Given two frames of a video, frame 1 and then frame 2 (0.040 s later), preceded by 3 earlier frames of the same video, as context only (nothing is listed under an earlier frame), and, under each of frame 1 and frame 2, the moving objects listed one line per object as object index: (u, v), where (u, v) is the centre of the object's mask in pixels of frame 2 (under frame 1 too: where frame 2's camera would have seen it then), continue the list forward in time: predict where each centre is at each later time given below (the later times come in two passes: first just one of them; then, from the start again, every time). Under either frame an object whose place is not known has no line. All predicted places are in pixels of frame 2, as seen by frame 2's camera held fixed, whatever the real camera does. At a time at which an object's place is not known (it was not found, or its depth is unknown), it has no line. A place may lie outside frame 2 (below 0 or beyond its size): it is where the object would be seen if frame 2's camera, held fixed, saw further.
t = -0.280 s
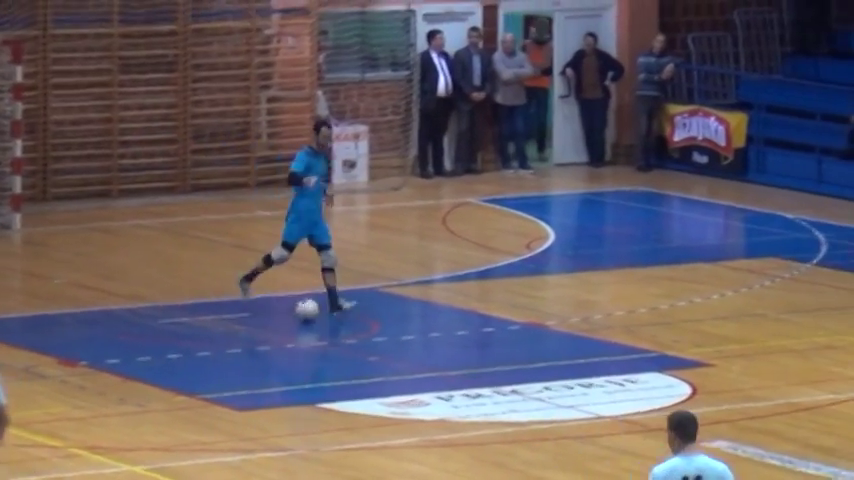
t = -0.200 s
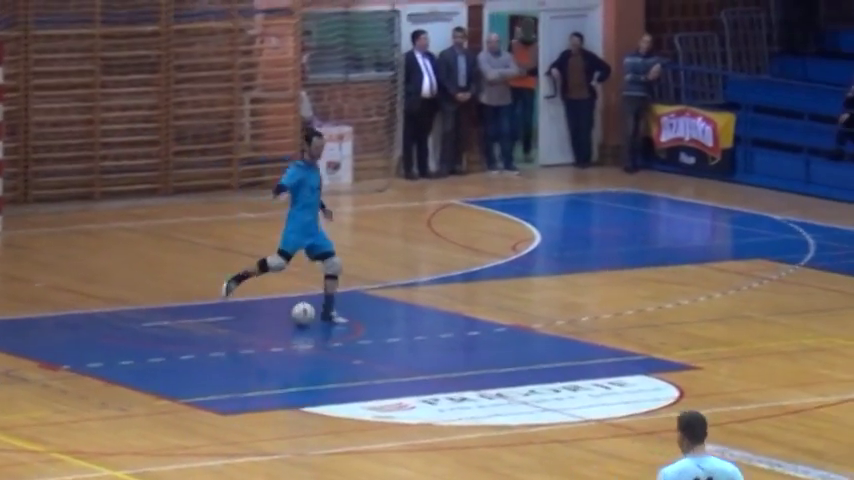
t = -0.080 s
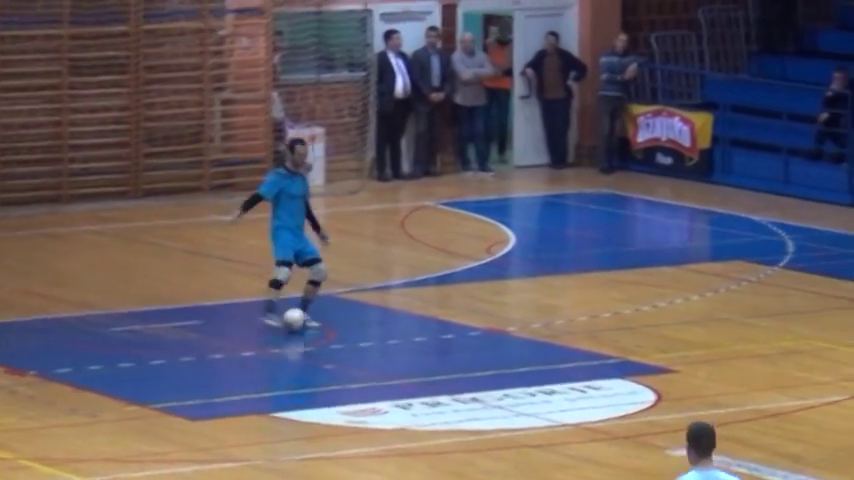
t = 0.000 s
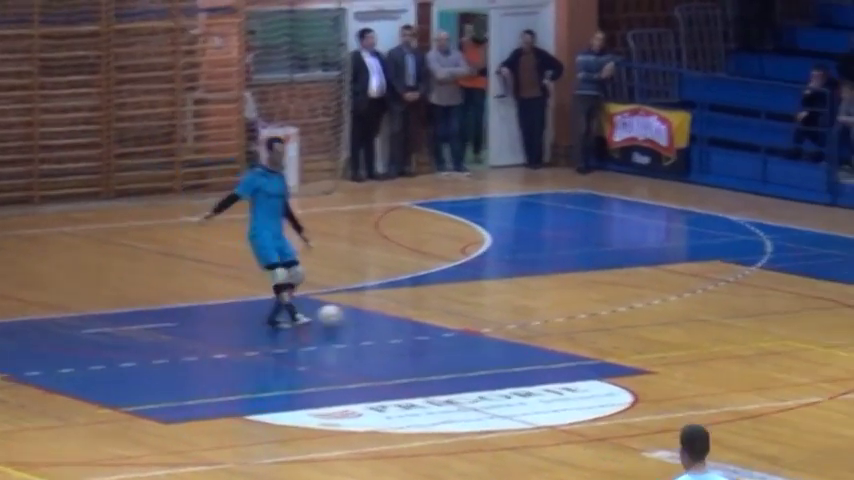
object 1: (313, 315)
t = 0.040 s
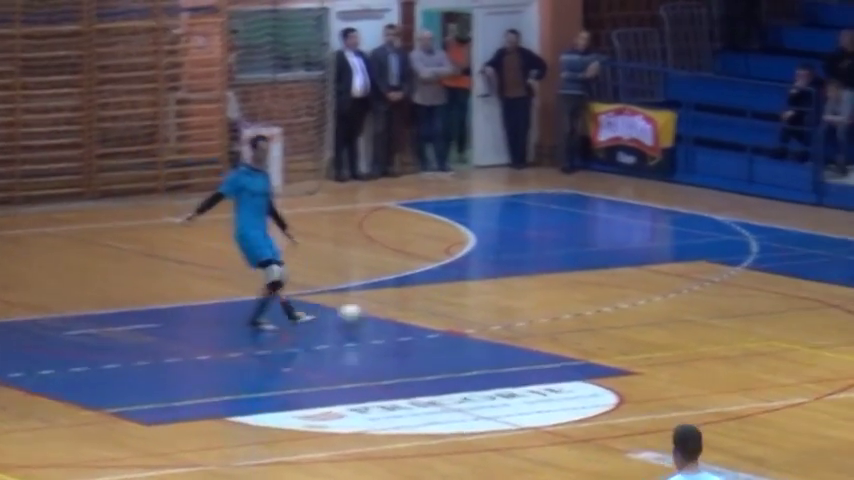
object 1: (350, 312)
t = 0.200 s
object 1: (493, 312)
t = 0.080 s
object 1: (388, 312)
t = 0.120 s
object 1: (424, 315)
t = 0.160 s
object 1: (459, 315)
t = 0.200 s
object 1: (493, 312)
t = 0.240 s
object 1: (525, 312)
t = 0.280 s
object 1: (557, 310)
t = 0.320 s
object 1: (588, 308)
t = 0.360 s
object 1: (617, 307)
